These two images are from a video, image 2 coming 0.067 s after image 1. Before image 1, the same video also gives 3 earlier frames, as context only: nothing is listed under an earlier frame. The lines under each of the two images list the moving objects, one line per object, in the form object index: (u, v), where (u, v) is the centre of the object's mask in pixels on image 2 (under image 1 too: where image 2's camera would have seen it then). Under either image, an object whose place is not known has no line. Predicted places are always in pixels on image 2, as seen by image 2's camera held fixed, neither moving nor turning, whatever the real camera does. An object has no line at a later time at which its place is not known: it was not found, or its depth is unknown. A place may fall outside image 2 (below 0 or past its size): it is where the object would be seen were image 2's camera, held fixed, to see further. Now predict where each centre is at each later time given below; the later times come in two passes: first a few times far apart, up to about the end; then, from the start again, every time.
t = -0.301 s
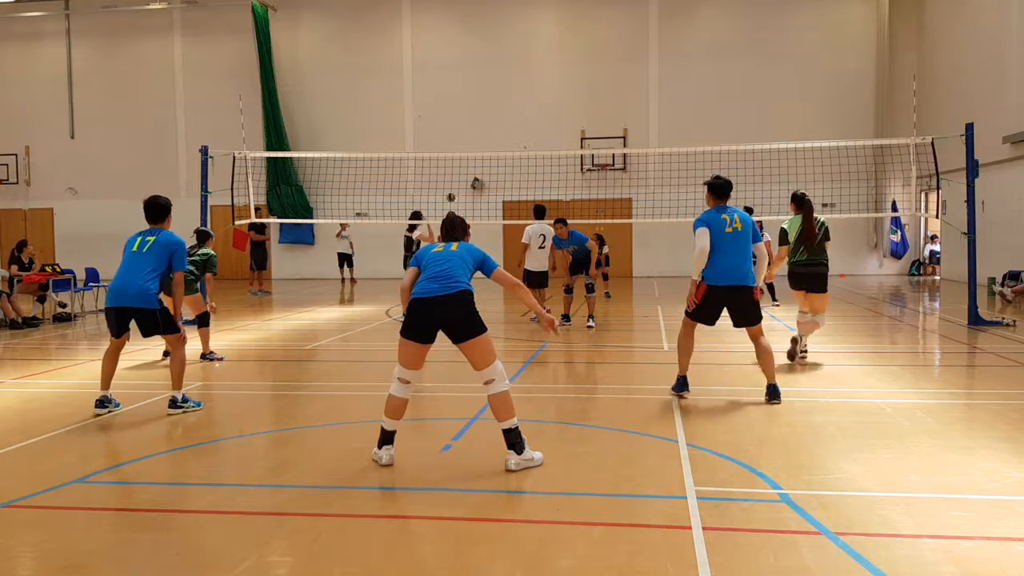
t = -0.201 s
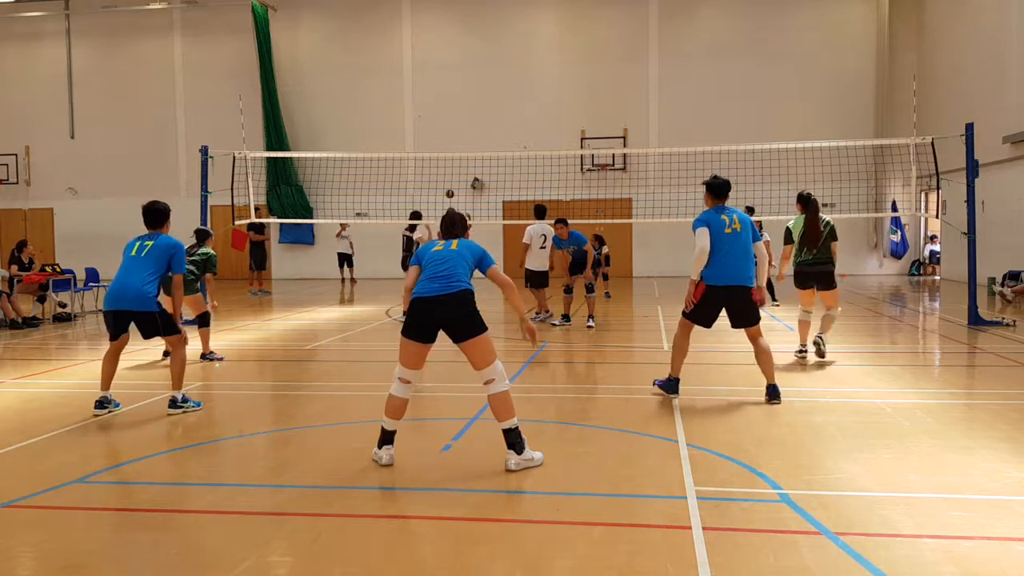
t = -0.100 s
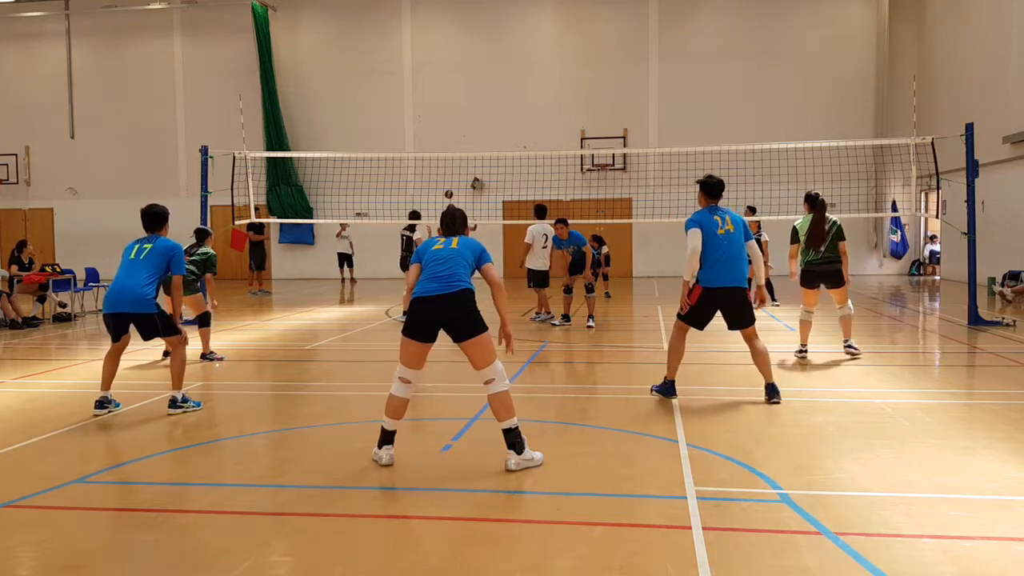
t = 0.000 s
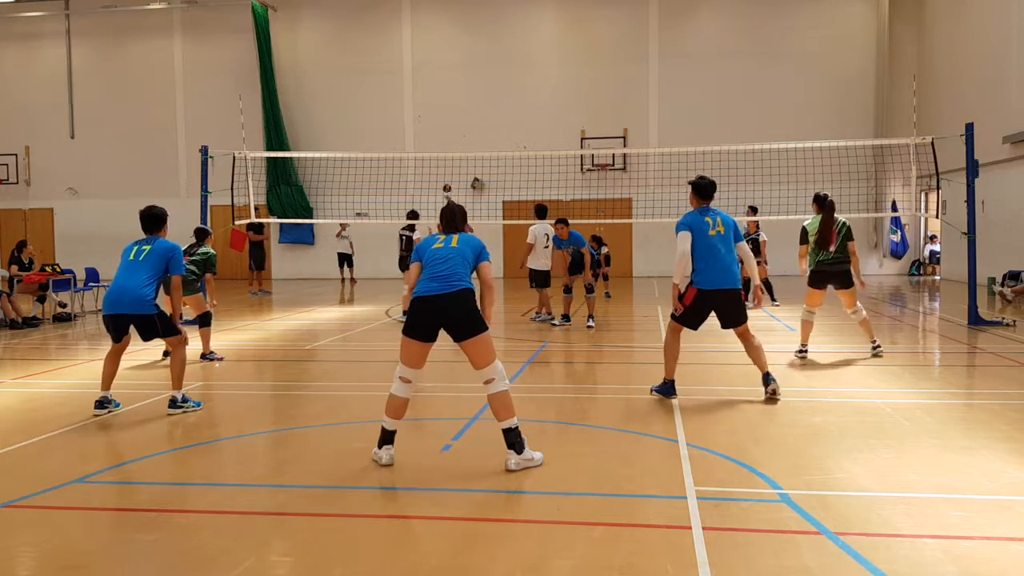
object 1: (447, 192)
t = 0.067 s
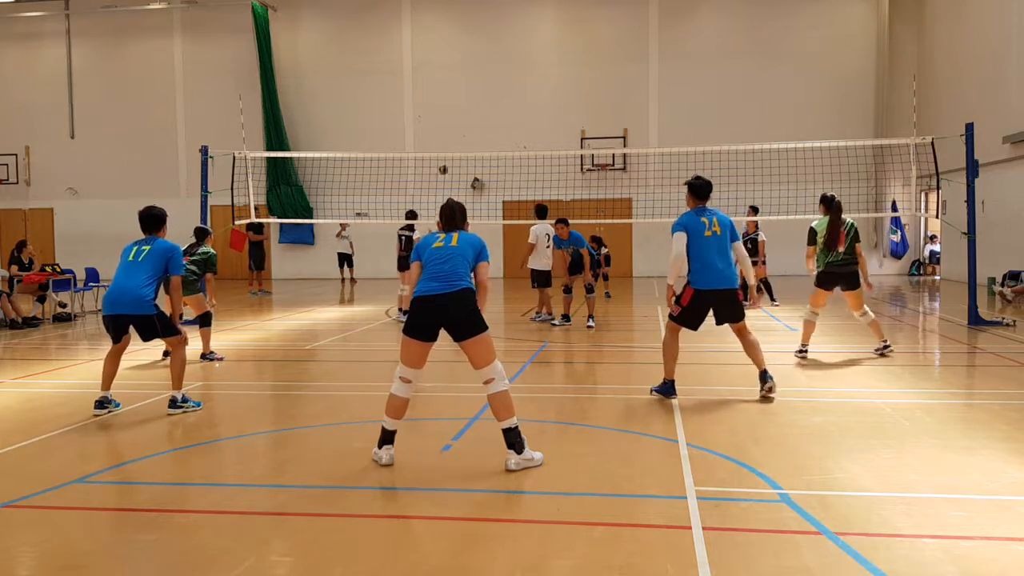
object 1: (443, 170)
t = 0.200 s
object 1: (435, 133)
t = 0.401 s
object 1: (420, 81)
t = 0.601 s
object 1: (405, 37)
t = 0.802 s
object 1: (385, 17)
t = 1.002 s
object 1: (361, 34)
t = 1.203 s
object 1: (338, 116)
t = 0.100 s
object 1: (441, 161)
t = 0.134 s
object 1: (440, 150)
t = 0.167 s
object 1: (437, 142)
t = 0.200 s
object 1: (435, 133)
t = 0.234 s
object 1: (432, 123)
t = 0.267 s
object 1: (430, 114)
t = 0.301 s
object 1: (427, 106)
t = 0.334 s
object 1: (425, 97)
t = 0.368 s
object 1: (422, 89)
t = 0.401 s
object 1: (420, 81)
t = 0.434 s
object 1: (418, 73)
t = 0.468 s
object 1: (415, 65)
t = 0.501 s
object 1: (413, 58)
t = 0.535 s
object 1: (410, 50)
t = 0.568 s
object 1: (408, 43)
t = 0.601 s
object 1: (405, 37)
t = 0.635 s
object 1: (402, 31)
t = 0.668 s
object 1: (399, 27)
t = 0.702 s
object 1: (396, 23)
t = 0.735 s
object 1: (393, 20)
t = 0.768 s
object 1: (389, 18)
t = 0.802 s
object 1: (385, 17)
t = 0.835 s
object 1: (380, 16)
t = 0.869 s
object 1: (377, 17)
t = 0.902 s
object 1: (373, 19)
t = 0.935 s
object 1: (369, 23)
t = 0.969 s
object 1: (364, 28)
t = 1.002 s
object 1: (361, 34)
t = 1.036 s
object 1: (357, 42)
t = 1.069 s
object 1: (353, 51)
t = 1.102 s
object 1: (349, 64)
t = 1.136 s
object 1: (345, 78)
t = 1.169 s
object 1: (341, 96)
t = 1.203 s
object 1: (338, 116)
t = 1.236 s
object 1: (334, 139)
